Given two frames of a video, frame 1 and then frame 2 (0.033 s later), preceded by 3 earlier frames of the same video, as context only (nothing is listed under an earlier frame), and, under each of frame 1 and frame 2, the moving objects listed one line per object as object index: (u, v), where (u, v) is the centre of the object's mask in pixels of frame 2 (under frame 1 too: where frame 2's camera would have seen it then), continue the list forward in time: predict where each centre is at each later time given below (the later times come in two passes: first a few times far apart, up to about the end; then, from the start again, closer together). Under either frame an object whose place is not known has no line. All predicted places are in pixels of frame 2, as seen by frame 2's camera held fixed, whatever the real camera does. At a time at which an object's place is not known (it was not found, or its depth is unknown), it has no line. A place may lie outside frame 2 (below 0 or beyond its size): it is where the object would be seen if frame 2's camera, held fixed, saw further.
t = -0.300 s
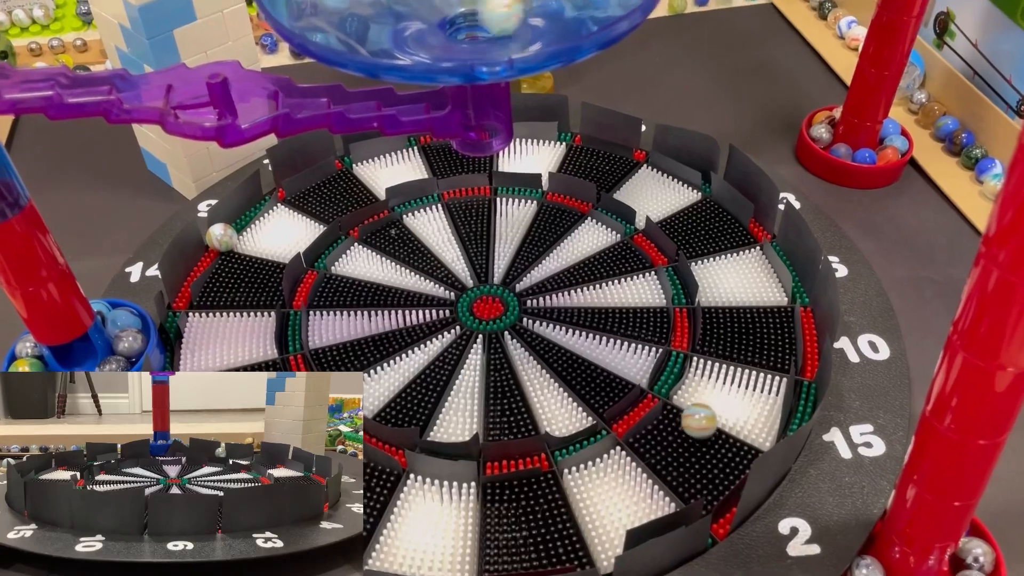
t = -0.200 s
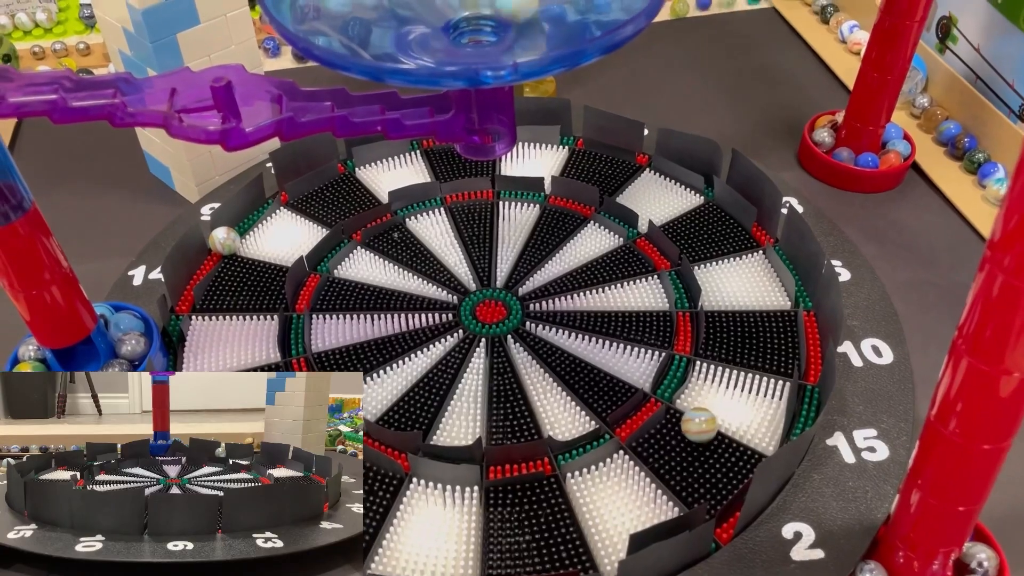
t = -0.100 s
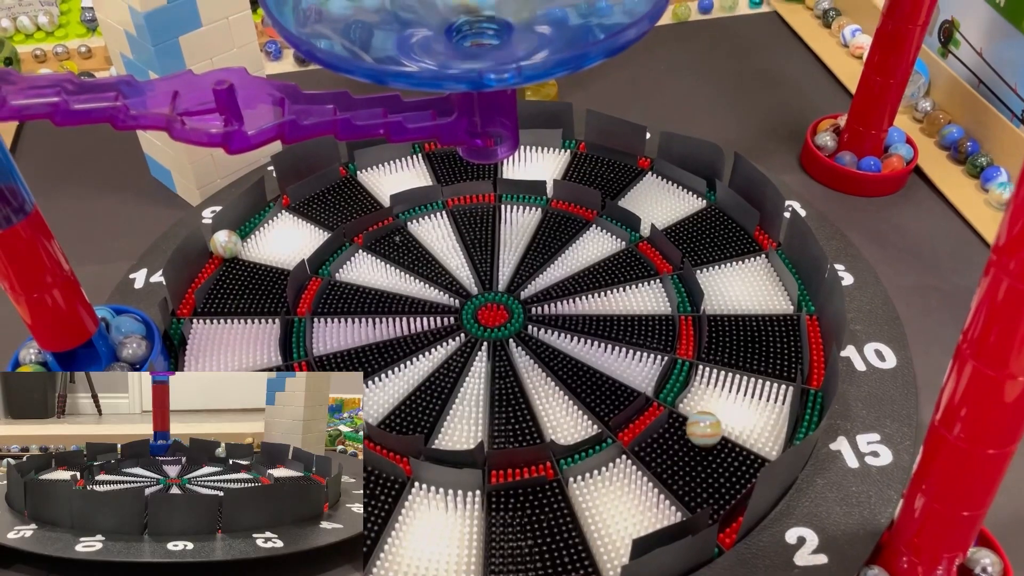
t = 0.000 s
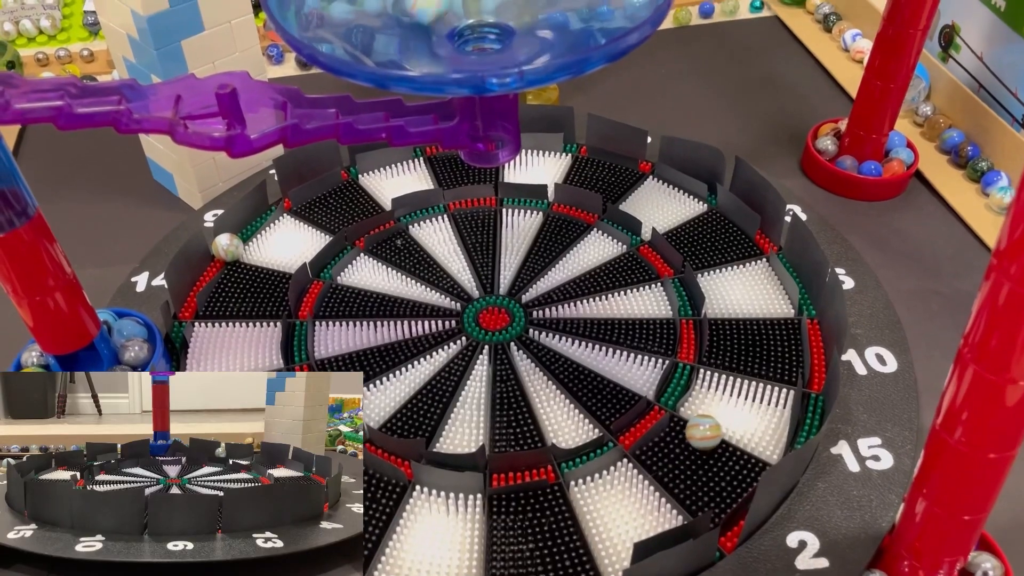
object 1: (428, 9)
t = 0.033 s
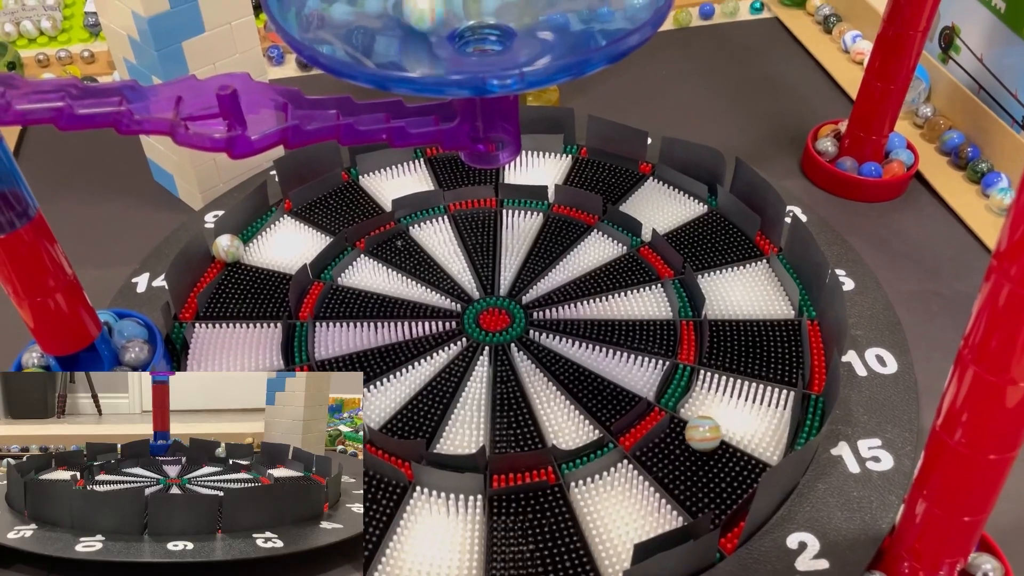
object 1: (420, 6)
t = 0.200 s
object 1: (495, 26)
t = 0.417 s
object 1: (477, 0)
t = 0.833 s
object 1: (475, -3)
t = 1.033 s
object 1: (451, 23)
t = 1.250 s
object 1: (507, -2)
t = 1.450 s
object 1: (455, 15)
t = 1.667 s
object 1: (486, 5)
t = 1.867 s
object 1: (457, 16)
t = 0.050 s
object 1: (422, 6)
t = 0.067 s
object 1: (427, 8)
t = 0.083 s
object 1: (432, 9)
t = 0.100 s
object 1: (439, 13)
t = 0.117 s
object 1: (445, 18)
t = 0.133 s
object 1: (453, 25)
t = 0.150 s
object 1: (463, 28)
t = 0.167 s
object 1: (474, 28)
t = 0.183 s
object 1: (485, 28)
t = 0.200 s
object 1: (495, 26)
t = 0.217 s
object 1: (504, 22)
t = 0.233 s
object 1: (511, 16)
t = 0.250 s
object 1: (515, 13)
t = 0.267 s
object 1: (518, 8)
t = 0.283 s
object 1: (517, 7)
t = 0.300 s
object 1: (515, 4)
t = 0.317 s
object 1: (513, 2)
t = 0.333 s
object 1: (510, 0)
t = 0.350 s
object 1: (505, -1)
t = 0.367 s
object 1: (501, -2)
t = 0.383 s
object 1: (492, -2)
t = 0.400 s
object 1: (484, -2)
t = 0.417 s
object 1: (477, 0)
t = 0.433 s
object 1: (471, 1)
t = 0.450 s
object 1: (463, 4)
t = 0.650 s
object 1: (490, 30)
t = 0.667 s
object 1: (496, 28)
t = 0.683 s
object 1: (502, 26)
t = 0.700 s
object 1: (506, 24)
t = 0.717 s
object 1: (509, 21)
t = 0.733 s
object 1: (512, 18)
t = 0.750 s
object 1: (510, 14)
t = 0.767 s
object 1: (506, 9)
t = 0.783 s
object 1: (500, 6)
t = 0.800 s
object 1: (493, 3)
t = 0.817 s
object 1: (484, 1)
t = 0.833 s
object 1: (475, -3)
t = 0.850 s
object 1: (467, -8)
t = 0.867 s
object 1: (459, -6)
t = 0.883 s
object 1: (451, -9)
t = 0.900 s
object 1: (446, -4)
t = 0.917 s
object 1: (441, -2)
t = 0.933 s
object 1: (438, 1)
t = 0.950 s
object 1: (434, 2)
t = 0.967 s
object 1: (433, 6)
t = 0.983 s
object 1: (435, 10)
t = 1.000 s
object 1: (439, 14)
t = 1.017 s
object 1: (445, 18)
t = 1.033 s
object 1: (451, 23)
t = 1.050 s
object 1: (460, 26)
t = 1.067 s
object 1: (470, 27)
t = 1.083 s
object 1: (481, 30)
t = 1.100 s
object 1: (492, 28)
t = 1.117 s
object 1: (501, 26)
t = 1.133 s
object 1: (509, 22)
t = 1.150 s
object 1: (514, 16)
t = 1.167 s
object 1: (518, 12)
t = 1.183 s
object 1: (519, 8)
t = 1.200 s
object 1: (518, 4)
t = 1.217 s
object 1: (516, 2)
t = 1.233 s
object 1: (512, -1)
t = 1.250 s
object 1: (507, -2)
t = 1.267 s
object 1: (500, -3)
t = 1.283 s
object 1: (492, -9)
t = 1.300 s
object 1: (482, -8)
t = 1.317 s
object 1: (477, 0)
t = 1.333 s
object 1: (470, -4)
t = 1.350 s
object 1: (464, 0)
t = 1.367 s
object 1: (459, 4)
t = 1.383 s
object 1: (453, 11)
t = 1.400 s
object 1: (450, 15)
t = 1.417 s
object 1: (450, 11)
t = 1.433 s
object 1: (452, 12)
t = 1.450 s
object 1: (455, 15)
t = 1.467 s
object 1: (460, 19)
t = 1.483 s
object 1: (466, 22)
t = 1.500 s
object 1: (474, 23)
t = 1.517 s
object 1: (481, 24)
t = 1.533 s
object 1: (488, 25)
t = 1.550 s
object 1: (493, 24)
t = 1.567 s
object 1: (499, 23)
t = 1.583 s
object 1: (501, 25)
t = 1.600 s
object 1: (504, 22)
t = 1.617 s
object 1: (504, 18)
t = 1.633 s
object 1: (503, 11)
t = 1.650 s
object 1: (495, 9)
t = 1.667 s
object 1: (486, 5)
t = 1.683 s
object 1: (478, 1)
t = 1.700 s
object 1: (469, -2)
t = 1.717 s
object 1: (461, 3)
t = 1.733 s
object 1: (454, 2)
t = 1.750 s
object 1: (451, -2)
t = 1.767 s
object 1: (445, 4)
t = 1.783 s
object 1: (443, 8)
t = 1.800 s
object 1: (442, 0)
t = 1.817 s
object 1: (443, 5)
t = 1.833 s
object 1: (444, 8)
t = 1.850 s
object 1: (449, 11)
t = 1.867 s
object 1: (457, 16)
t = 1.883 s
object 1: (466, 20)
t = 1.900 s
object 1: (475, 23)
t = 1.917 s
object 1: (484, 28)
